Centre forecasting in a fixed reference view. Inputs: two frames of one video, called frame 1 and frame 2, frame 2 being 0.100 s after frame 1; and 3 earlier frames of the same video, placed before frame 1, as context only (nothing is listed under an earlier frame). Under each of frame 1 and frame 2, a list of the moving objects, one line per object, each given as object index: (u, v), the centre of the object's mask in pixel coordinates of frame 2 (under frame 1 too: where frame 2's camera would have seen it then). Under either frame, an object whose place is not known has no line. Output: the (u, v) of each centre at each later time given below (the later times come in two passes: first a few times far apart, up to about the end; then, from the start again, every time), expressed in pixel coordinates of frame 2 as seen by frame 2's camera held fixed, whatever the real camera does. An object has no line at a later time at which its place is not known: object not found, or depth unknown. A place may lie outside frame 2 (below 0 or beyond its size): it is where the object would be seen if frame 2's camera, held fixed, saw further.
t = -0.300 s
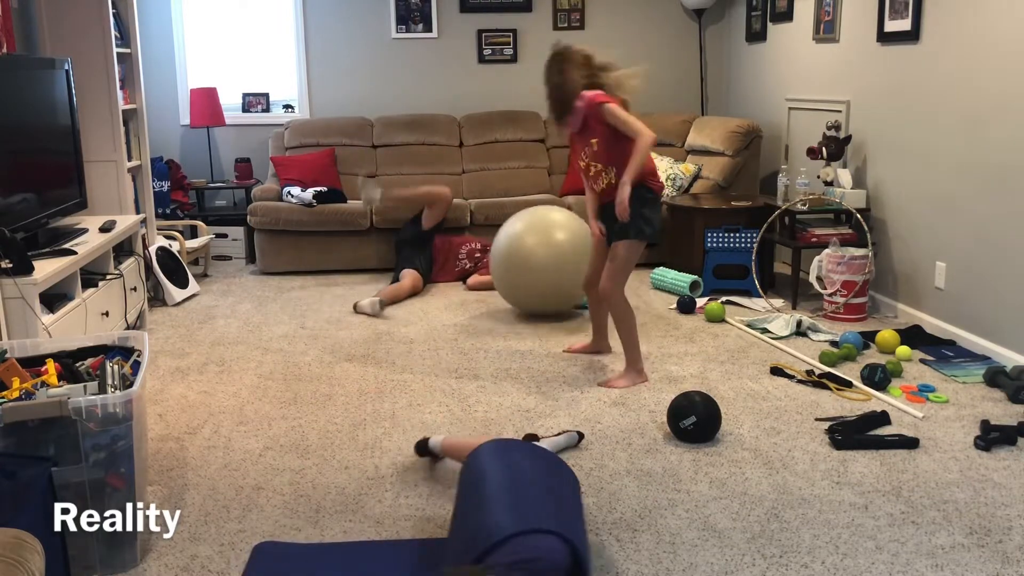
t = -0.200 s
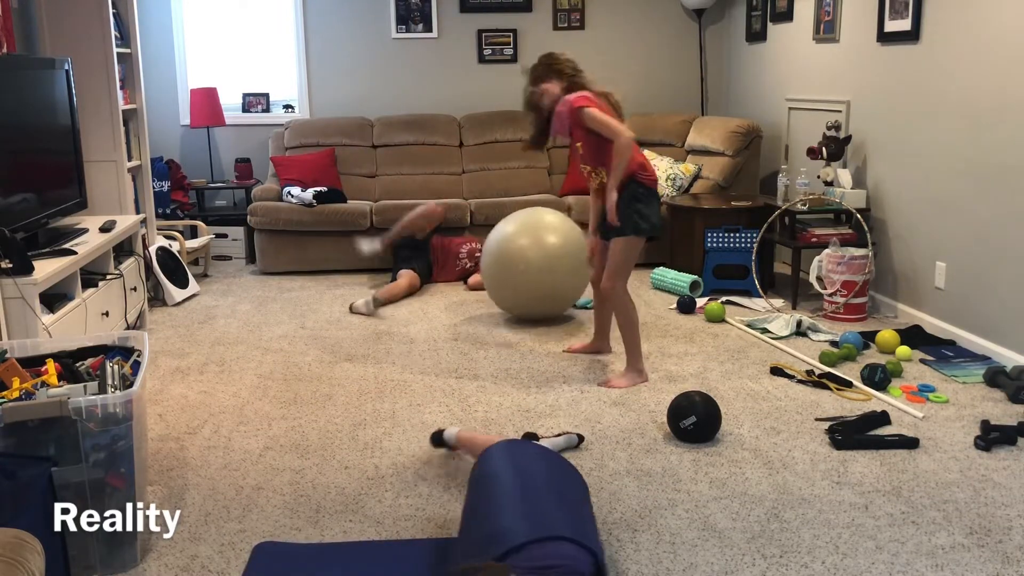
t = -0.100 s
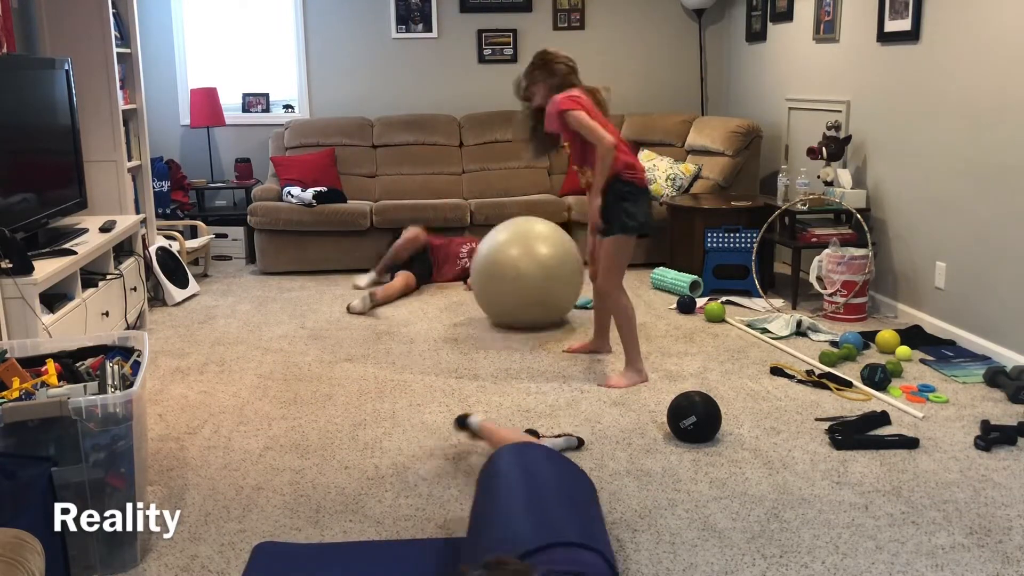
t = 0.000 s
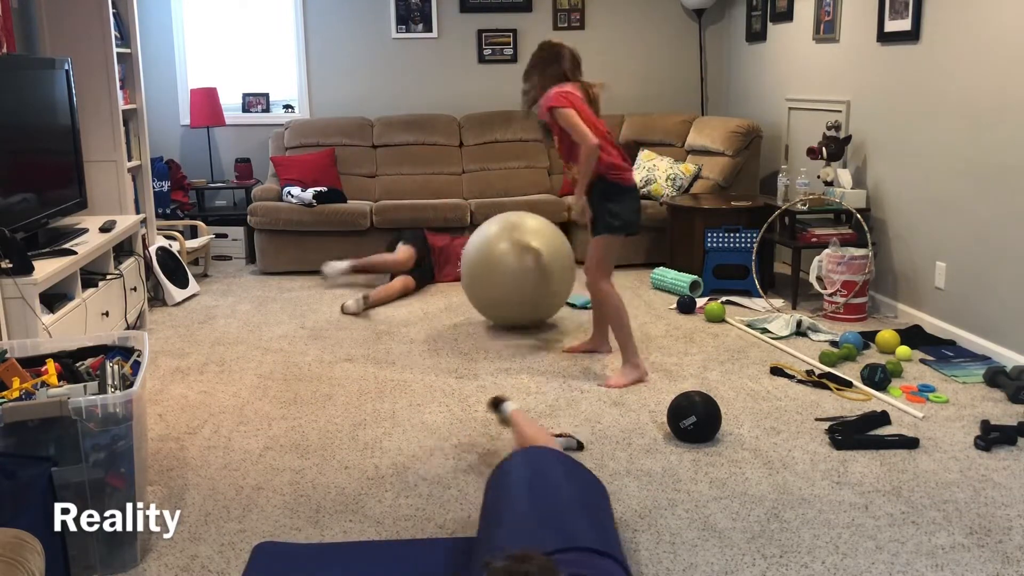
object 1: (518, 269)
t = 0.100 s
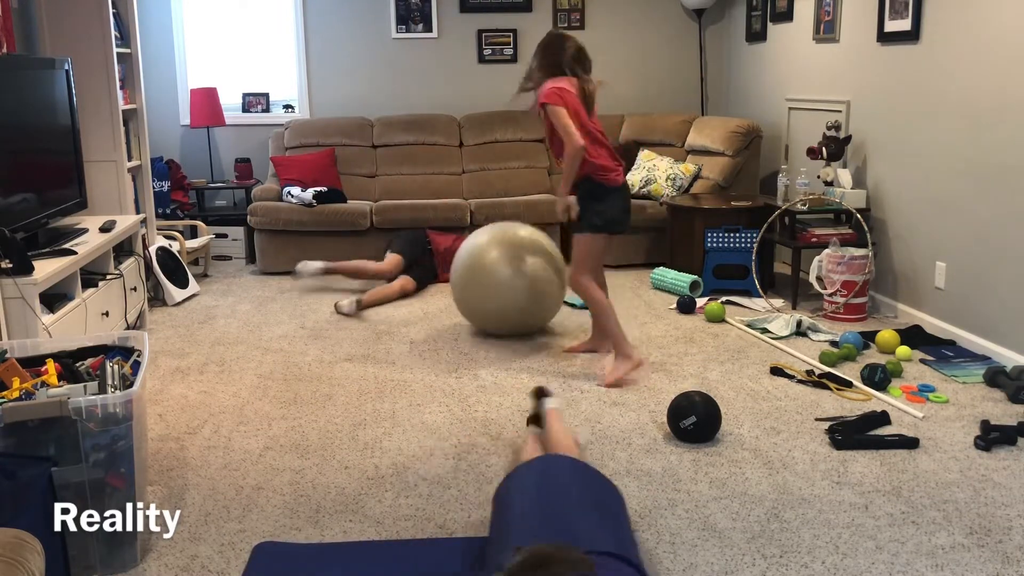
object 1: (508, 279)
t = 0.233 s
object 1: (494, 282)
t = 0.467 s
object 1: (472, 290)
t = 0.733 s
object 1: (443, 301)
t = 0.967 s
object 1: (417, 309)
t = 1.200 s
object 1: (388, 321)
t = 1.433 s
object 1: (354, 333)
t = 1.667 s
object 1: (319, 343)
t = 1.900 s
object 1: (284, 354)
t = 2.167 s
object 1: (244, 368)
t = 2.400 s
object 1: (218, 382)
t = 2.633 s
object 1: (229, 377)
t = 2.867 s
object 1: (248, 368)
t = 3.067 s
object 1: (263, 364)
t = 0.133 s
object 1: (505, 283)
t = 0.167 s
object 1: (501, 283)
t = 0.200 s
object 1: (498, 282)
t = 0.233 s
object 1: (494, 282)
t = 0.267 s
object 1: (491, 283)
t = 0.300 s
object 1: (488, 286)
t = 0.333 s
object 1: (485, 290)
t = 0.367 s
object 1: (482, 292)
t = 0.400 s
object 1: (478, 292)
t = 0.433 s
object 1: (475, 291)
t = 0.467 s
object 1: (472, 290)
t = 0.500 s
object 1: (469, 292)
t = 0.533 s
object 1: (465, 294)
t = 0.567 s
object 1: (461, 297)
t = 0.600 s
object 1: (458, 299)
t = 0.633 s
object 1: (454, 299)
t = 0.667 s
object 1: (451, 299)
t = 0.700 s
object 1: (447, 299)
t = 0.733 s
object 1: (443, 301)
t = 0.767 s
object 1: (440, 303)
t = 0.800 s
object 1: (436, 305)
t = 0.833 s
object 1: (432, 307)
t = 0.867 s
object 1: (429, 307)
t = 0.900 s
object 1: (425, 306)
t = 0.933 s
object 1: (421, 307)
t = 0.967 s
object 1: (417, 309)
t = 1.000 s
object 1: (413, 311)
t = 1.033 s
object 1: (409, 314)
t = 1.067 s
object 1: (405, 316)
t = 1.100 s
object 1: (401, 316)
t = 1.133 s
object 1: (396, 317)
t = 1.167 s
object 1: (392, 319)
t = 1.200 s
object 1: (388, 321)
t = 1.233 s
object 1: (383, 323)
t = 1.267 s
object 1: (379, 326)
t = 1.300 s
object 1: (374, 328)
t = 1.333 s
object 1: (369, 329)
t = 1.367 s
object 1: (364, 330)
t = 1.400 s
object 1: (359, 331)
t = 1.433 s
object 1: (354, 333)
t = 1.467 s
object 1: (349, 335)
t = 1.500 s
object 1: (344, 337)
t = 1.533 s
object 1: (338, 338)
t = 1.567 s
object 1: (333, 339)
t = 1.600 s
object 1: (328, 340)
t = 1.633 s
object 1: (323, 341)
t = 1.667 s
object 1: (319, 343)
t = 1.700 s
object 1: (313, 345)
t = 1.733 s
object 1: (309, 346)
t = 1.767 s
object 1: (304, 347)
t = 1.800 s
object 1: (299, 349)
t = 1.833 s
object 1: (294, 350)
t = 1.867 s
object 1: (289, 352)
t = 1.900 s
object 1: (284, 354)
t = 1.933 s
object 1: (280, 355)
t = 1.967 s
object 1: (275, 357)
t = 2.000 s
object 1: (270, 359)
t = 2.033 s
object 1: (265, 360)
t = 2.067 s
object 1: (260, 362)
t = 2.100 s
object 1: (255, 364)
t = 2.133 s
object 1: (249, 366)
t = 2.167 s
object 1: (244, 368)
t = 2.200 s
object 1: (239, 370)
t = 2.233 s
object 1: (234, 372)
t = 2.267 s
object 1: (230, 374)
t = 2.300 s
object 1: (227, 377)
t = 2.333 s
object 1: (223, 379)
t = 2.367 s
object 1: (221, 381)
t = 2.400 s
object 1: (218, 382)
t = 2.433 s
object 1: (217, 380)
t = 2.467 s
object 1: (218, 379)
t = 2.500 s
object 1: (220, 379)
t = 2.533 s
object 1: (223, 380)
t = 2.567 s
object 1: (225, 381)
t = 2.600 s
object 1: (227, 380)
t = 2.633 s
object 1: (229, 377)
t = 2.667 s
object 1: (232, 373)
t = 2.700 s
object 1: (234, 372)
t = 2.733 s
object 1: (237, 371)
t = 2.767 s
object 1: (240, 372)
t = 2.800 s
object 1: (243, 372)
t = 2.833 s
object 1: (245, 371)
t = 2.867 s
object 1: (248, 368)
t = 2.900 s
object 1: (250, 366)
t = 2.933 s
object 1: (253, 366)
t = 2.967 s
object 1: (255, 366)
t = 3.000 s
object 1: (258, 366)
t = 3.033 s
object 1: (261, 366)
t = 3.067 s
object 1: (263, 364)
